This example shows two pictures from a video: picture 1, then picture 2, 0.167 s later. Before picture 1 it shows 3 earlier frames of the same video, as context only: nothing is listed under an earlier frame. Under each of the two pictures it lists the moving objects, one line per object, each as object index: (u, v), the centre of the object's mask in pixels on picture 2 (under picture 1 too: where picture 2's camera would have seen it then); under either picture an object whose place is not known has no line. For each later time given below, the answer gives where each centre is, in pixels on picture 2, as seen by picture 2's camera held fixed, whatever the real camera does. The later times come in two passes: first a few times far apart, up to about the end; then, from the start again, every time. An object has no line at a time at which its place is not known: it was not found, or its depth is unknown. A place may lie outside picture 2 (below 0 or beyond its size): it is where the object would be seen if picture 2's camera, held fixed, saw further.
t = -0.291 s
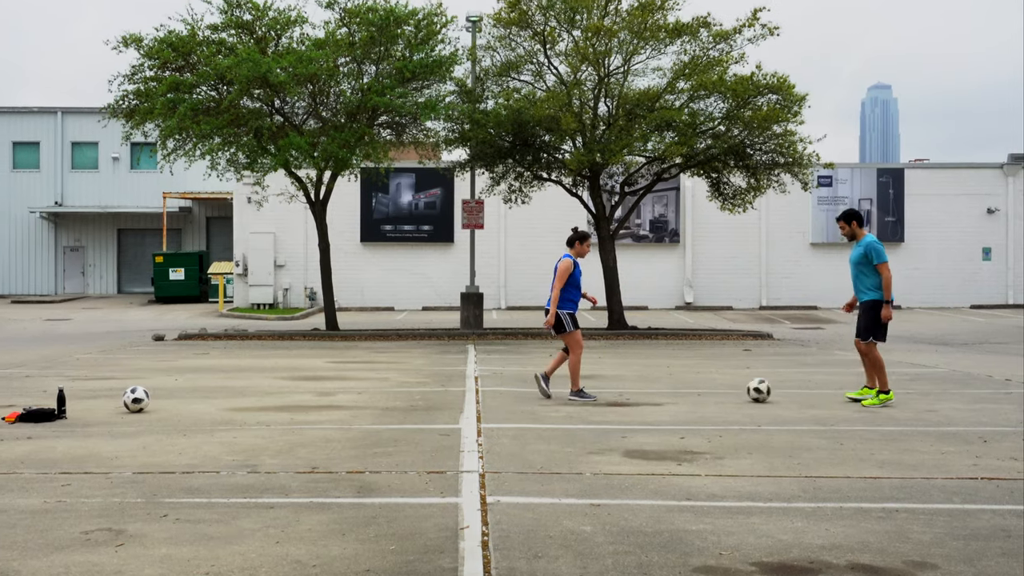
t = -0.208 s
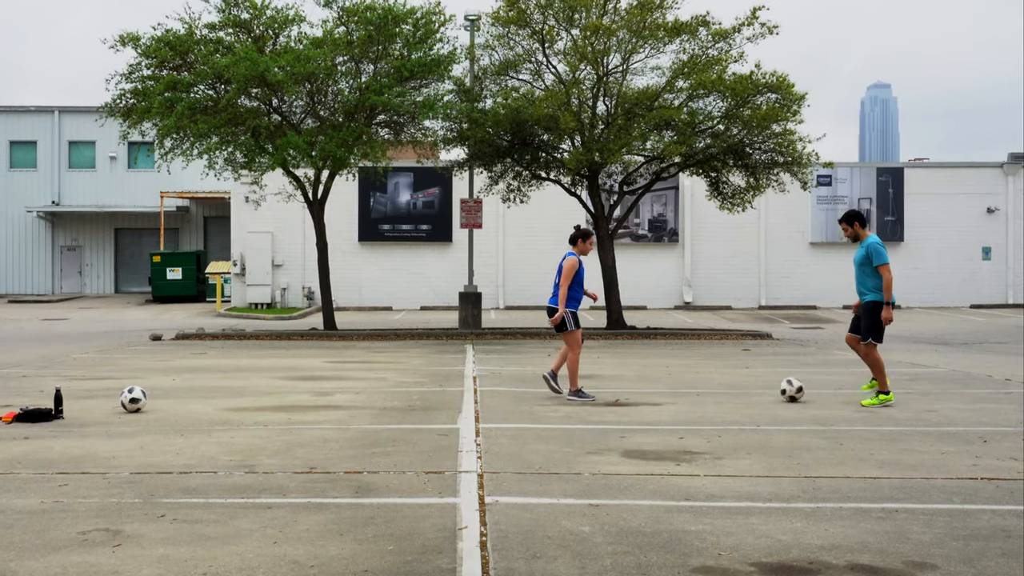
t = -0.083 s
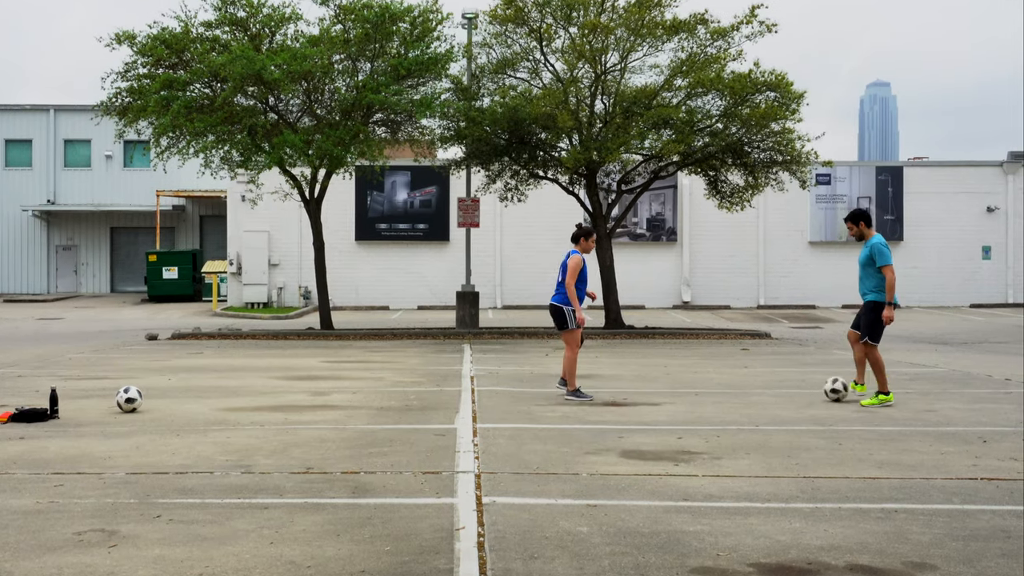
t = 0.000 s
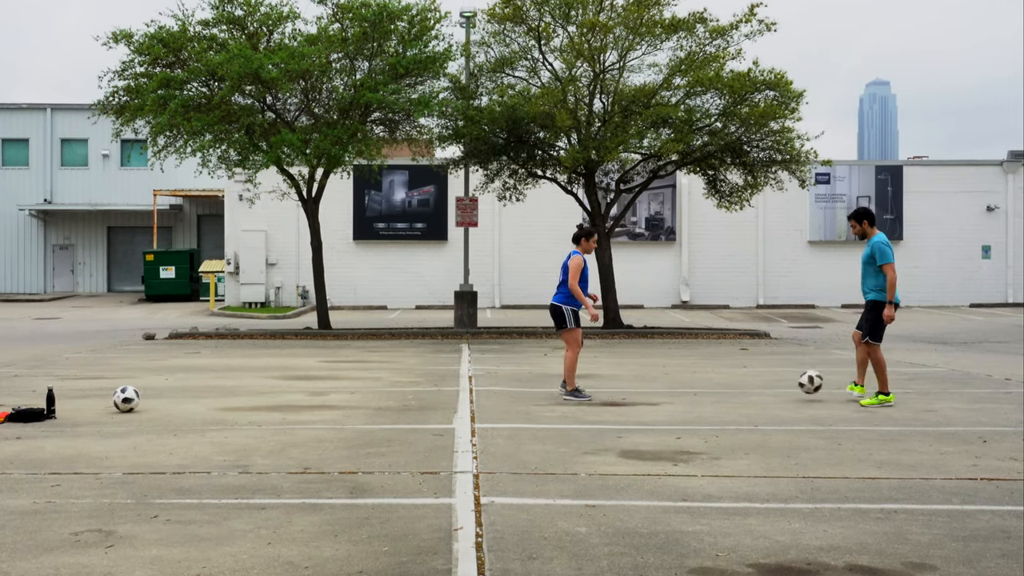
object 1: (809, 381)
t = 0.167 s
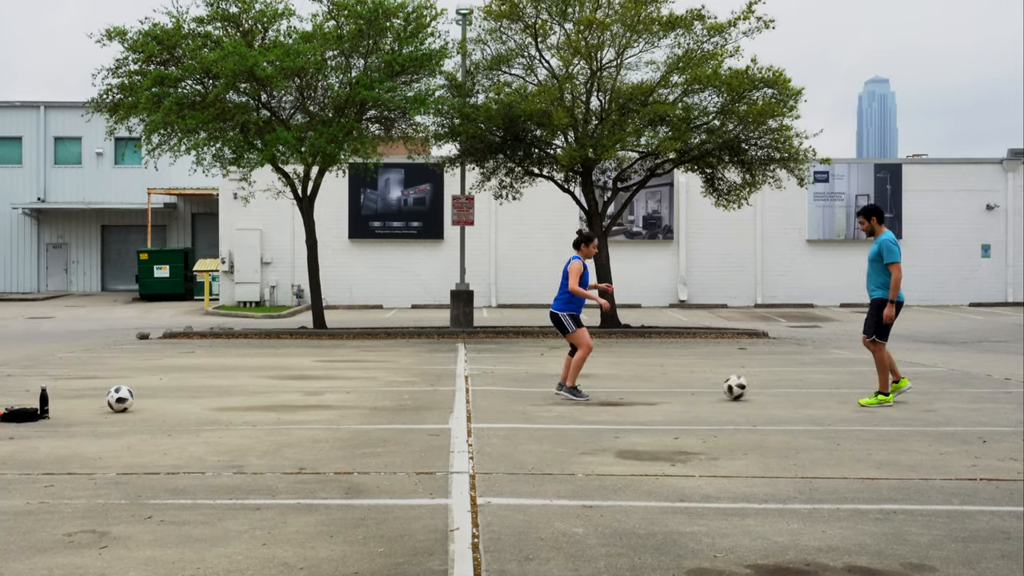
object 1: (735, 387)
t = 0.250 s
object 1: (710, 382)
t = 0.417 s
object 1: (663, 387)
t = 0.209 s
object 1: (721, 385)
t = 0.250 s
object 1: (710, 382)
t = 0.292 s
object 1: (698, 381)
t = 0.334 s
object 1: (686, 382)
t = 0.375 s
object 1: (674, 385)
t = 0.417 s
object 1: (663, 387)
